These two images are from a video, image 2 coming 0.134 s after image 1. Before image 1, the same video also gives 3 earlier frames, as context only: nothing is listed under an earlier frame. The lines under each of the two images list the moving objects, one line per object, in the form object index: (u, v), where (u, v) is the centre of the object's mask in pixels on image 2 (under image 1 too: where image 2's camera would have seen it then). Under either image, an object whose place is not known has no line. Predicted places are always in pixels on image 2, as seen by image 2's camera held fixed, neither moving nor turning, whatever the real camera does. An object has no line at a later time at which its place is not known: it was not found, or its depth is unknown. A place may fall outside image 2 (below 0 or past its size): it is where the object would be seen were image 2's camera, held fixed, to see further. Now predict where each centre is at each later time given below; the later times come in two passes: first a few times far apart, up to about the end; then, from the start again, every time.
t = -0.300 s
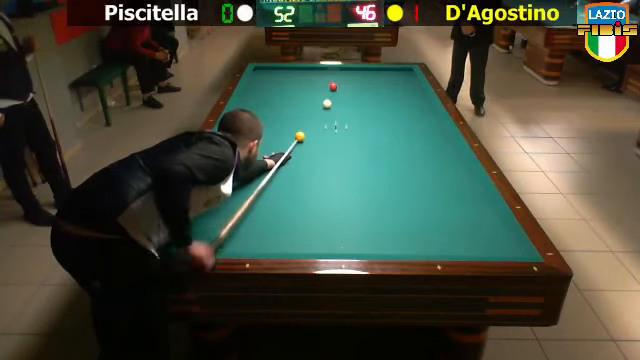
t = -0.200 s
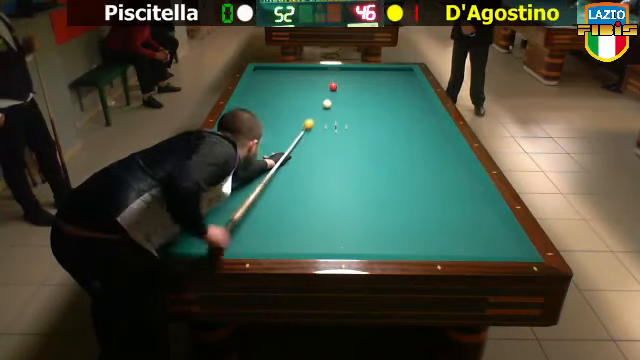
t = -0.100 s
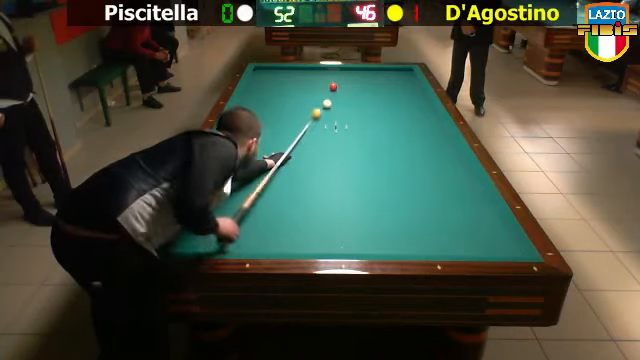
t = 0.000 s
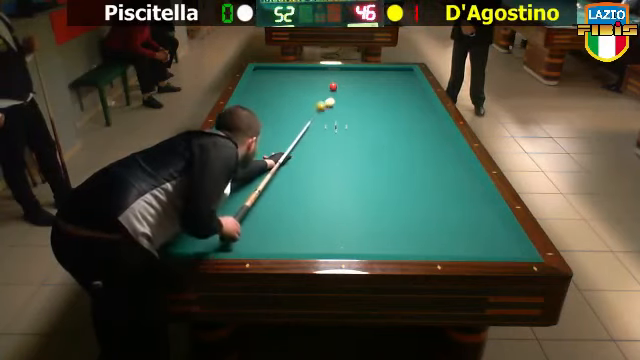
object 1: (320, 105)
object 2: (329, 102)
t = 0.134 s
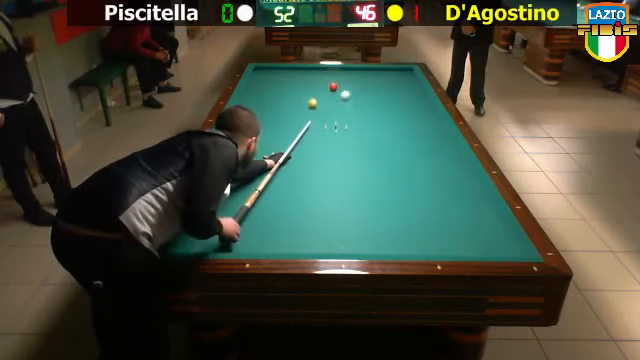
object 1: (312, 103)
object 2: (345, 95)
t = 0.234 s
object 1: (306, 101)
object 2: (353, 90)
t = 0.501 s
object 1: (294, 97)
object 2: (373, 82)
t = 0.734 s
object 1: (283, 93)
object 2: (388, 74)
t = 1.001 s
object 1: (271, 89)
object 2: (404, 70)
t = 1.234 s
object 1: (261, 86)
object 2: (409, 73)
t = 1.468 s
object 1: (252, 84)
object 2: (404, 77)
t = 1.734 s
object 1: (255, 81)
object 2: (399, 82)
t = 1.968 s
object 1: (259, 79)
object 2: (394, 85)
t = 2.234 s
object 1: (265, 77)
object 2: (389, 90)
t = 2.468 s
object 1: (269, 76)
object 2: (384, 94)
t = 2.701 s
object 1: (274, 75)
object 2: (379, 99)
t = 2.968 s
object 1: (278, 73)
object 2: (373, 104)
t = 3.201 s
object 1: (282, 72)
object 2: (367, 108)
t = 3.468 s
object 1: (285, 70)
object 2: (361, 113)
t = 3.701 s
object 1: (288, 70)
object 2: (356, 118)
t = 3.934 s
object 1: (291, 68)
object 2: (350, 123)
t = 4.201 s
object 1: (294, 68)
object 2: (342, 128)
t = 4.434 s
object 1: (295, 68)
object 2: (336, 134)
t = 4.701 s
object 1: (297, 68)
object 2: (329, 140)
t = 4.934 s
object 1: (298, 68)
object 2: (323, 144)
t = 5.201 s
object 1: (299, 69)
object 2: (315, 151)
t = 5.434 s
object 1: (300, 69)
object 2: (309, 156)
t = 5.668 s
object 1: (300, 69)
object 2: (302, 162)
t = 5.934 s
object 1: (301, 69)
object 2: (294, 168)
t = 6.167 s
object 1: (301, 69)
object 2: (287, 174)
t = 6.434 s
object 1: (301, 69)
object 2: (279, 180)
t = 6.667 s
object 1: (301, 69)
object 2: (271, 186)
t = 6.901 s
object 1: (301, 69)
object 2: (264, 192)
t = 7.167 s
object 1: (301, 69)
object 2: (255, 198)
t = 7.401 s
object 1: (301, 70)
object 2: (248, 204)
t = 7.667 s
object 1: (301, 70)
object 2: (240, 211)
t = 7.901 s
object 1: (301, 70)
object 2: (232, 217)
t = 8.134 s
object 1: (301, 70)
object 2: (225, 222)
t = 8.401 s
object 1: (301, 70)
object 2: (218, 229)
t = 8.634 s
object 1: (301, 70)
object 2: (211, 234)
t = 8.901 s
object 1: (301, 70)
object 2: (203, 240)
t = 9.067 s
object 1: (301, 70)
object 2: (199, 243)
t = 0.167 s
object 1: (310, 102)
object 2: (348, 93)
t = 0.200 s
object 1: (308, 101)
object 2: (351, 92)
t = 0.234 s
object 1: (306, 101)
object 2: (353, 90)
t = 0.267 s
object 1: (305, 100)
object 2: (356, 89)
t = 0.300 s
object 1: (303, 100)
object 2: (359, 88)
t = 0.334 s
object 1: (302, 100)
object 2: (361, 87)
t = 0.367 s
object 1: (300, 99)
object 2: (364, 86)
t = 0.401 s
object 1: (298, 99)
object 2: (366, 85)
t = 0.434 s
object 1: (297, 98)
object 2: (369, 84)
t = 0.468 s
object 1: (295, 98)
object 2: (371, 83)
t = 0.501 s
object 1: (294, 97)
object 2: (373, 82)
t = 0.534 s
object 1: (292, 96)
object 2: (376, 80)
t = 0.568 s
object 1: (291, 96)
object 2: (378, 79)
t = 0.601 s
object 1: (289, 96)
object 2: (380, 78)
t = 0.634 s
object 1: (287, 95)
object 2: (382, 77)
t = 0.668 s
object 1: (286, 94)
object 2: (384, 76)
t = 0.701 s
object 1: (284, 94)
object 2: (386, 75)
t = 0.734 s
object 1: (283, 93)
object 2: (388, 74)
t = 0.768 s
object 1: (281, 93)
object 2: (390, 73)
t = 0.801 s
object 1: (280, 92)
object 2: (393, 72)
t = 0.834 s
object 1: (278, 92)
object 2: (395, 71)
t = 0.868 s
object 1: (276, 91)
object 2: (396, 70)
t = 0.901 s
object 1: (276, 91)
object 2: (398, 69)
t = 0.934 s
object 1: (274, 90)
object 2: (400, 69)
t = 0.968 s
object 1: (272, 90)
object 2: (403, 69)
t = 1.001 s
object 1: (271, 89)
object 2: (404, 70)
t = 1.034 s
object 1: (269, 89)
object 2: (406, 70)
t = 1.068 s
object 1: (268, 88)
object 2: (408, 71)
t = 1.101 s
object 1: (267, 88)
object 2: (410, 72)
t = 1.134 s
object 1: (265, 87)
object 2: (410, 72)
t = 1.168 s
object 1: (264, 87)
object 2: (410, 73)
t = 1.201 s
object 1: (263, 86)
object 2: (409, 73)
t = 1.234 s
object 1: (261, 86)
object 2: (409, 73)
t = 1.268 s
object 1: (260, 86)
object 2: (408, 74)
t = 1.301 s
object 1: (259, 85)
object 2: (407, 74)
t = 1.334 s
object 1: (258, 85)
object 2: (407, 75)
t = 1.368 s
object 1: (256, 84)
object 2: (406, 75)
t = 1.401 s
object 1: (255, 84)
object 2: (406, 76)
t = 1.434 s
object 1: (254, 84)
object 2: (405, 76)
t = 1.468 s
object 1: (252, 84)
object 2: (404, 77)
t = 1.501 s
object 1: (251, 83)
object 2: (404, 77)
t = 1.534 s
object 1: (250, 82)
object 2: (403, 78)
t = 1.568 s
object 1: (251, 82)
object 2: (403, 78)
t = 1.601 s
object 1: (252, 82)
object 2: (402, 79)
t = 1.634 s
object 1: (252, 82)
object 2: (401, 80)
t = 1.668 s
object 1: (253, 81)
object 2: (400, 80)
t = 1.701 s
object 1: (254, 81)
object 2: (400, 81)
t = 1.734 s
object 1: (255, 81)
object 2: (399, 82)
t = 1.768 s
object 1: (255, 81)
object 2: (399, 82)
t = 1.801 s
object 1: (256, 80)
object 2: (398, 82)
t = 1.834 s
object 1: (256, 80)
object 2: (398, 83)
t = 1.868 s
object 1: (257, 80)
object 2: (397, 83)
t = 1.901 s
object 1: (257, 80)
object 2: (396, 84)
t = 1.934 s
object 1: (258, 80)
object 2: (395, 85)
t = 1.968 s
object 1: (259, 79)
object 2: (394, 85)
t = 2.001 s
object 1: (260, 79)
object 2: (394, 86)
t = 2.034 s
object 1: (261, 79)
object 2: (393, 87)
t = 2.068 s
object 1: (261, 79)
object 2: (393, 87)
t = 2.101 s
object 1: (262, 78)
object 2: (392, 88)
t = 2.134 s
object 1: (263, 78)
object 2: (391, 88)
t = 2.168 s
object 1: (263, 77)
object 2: (391, 89)
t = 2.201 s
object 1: (264, 77)
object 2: (390, 90)
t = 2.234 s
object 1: (265, 77)
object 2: (389, 90)
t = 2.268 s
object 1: (266, 77)
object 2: (388, 91)
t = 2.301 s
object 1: (266, 76)
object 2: (388, 91)
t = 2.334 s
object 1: (267, 76)
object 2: (387, 92)
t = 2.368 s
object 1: (267, 76)
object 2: (386, 92)
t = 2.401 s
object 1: (268, 76)
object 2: (386, 93)
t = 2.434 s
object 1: (268, 76)
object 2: (385, 93)
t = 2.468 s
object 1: (269, 76)
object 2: (384, 94)
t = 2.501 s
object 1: (269, 76)
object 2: (384, 95)
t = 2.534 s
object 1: (270, 75)
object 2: (383, 95)
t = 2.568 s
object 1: (271, 75)
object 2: (382, 96)
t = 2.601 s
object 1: (272, 75)
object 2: (381, 97)
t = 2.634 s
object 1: (272, 75)
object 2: (381, 97)
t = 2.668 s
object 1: (273, 75)
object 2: (380, 98)
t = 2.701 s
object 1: (274, 75)
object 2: (379, 99)
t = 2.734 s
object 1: (274, 74)
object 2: (378, 99)
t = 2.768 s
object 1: (274, 74)
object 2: (378, 100)
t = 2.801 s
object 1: (275, 74)
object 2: (377, 100)
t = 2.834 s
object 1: (276, 74)
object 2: (376, 101)
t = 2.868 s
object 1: (276, 73)
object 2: (376, 102)
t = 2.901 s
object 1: (277, 73)
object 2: (374, 102)
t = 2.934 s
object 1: (277, 73)
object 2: (373, 103)
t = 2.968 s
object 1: (278, 73)
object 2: (373, 104)
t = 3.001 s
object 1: (278, 73)
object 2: (372, 104)
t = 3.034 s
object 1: (279, 73)
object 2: (372, 105)
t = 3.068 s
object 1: (280, 72)
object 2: (371, 105)
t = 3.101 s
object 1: (280, 72)
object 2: (370, 106)
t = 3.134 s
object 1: (280, 72)
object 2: (369, 107)
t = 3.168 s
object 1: (281, 72)
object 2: (368, 107)
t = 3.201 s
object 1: (282, 72)
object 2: (367, 108)
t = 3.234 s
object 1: (282, 72)
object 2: (367, 108)
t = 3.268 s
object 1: (283, 72)
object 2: (366, 109)
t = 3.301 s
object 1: (283, 71)
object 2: (365, 110)
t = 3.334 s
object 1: (283, 71)
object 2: (365, 110)
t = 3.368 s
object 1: (284, 71)
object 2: (363, 111)
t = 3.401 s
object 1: (284, 71)
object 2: (363, 112)
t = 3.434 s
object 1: (285, 71)
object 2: (362, 112)
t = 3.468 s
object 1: (285, 70)
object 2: (361, 113)
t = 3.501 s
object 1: (286, 70)
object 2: (361, 114)
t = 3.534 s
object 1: (286, 70)
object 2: (360, 115)
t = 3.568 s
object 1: (287, 70)
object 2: (359, 115)
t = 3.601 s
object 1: (287, 70)
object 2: (358, 116)
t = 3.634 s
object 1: (287, 70)
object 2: (357, 116)
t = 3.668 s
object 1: (288, 70)
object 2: (356, 117)
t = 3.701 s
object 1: (288, 70)
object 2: (356, 118)
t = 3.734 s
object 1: (289, 70)
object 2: (355, 119)
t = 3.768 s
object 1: (289, 69)
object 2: (354, 119)
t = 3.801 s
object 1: (290, 69)
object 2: (353, 120)
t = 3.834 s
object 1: (290, 69)
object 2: (352, 121)
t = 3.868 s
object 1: (291, 69)
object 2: (351, 121)
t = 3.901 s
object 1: (291, 69)
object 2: (350, 122)
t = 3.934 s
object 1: (291, 68)
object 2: (350, 123)
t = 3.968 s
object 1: (292, 68)
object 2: (349, 124)
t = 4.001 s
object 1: (292, 68)
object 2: (348, 124)
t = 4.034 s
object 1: (293, 68)
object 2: (346, 125)
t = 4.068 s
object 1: (293, 68)
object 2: (346, 126)
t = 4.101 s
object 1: (293, 68)
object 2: (345, 126)
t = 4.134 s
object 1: (293, 68)
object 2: (344, 127)
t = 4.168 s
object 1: (294, 68)
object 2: (343, 128)
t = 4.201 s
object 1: (294, 68)
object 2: (342, 128)
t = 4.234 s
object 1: (294, 68)
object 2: (342, 129)
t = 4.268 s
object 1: (295, 68)
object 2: (341, 130)
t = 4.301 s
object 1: (295, 68)
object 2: (340, 131)
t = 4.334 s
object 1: (295, 68)
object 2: (339, 131)
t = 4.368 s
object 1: (295, 68)
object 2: (338, 132)
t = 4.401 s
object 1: (295, 68)
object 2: (338, 133)
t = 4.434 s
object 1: (295, 68)
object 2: (336, 134)
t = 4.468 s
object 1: (296, 68)
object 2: (335, 134)
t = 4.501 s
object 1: (296, 68)
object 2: (335, 135)
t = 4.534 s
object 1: (296, 68)
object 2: (334, 136)
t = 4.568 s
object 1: (296, 68)
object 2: (333, 136)
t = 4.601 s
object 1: (296, 68)
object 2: (332, 137)
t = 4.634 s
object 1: (296, 68)
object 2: (331, 138)
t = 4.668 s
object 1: (297, 68)
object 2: (330, 139)
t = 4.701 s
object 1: (297, 68)
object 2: (329, 140)
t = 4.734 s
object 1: (297, 68)
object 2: (328, 140)
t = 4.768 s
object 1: (297, 68)
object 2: (327, 141)
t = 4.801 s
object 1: (297, 68)
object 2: (327, 141)
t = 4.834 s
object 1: (298, 68)
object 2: (326, 142)
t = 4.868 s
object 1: (298, 68)
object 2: (325, 143)
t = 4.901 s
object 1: (298, 68)
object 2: (324, 144)
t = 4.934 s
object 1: (298, 68)
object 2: (323, 144)
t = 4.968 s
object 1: (298, 68)
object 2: (322, 145)
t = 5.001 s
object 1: (298, 68)
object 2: (321, 146)
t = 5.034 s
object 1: (298, 68)
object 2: (320, 147)
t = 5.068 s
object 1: (299, 68)
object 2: (319, 148)
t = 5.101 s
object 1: (298, 68)
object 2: (318, 148)
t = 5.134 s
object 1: (299, 69)
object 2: (317, 149)
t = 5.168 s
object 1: (299, 69)
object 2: (316, 150)
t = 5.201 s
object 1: (299, 69)
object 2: (315, 151)
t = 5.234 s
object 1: (299, 69)
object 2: (314, 152)
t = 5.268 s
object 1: (299, 69)
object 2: (313, 152)
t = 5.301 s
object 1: (300, 69)
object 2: (312, 153)
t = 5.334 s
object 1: (300, 69)
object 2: (312, 154)
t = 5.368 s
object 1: (300, 69)
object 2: (311, 155)
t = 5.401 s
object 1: (300, 69)
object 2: (309, 156)
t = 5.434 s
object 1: (300, 69)
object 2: (309, 156)
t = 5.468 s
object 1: (300, 69)
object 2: (308, 157)
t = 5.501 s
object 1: (300, 69)
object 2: (307, 158)
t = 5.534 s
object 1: (300, 69)
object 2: (306, 159)
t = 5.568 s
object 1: (300, 69)
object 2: (305, 159)
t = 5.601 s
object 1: (300, 69)
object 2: (304, 160)
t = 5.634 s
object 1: (300, 69)
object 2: (303, 161)
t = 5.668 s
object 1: (300, 69)
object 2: (302, 162)
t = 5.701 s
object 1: (300, 69)
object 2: (301, 163)
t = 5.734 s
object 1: (300, 69)
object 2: (300, 163)
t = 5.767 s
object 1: (300, 69)
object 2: (299, 164)
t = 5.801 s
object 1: (300, 69)
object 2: (298, 165)
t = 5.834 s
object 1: (300, 69)
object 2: (297, 166)
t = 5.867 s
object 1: (300, 69)
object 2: (296, 166)
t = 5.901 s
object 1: (300, 69)
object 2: (294, 167)
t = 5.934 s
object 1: (301, 69)
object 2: (294, 168)
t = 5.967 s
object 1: (301, 69)
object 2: (293, 169)
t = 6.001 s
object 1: (300, 69)
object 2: (292, 170)
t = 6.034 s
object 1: (301, 69)
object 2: (291, 170)
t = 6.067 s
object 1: (301, 69)
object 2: (290, 171)
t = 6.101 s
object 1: (301, 69)
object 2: (288, 172)
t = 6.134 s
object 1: (301, 69)
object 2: (288, 173)
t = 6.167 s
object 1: (301, 69)
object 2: (287, 174)
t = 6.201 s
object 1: (301, 69)
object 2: (286, 174)
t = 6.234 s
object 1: (301, 69)
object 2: (285, 175)
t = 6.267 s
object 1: (301, 69)
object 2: (284, 176)
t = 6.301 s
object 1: (301, 69)
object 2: (283, 177)
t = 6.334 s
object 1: (301, 69)
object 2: (281, 178)
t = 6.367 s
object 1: (301, 69)
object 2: (281, 178)
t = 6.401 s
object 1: (301, 69)
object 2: (280, 179)
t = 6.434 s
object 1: (301, 69)
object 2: (279, 180)
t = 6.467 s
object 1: (301, 69)
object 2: (277, 181)
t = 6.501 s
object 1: (301, 69)
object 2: (277, 182)
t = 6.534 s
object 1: (301, 69)
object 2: (275, 182)
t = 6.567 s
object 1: (301, 70)
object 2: (274, 183)
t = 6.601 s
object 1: (301, 69)
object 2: (273, 184)
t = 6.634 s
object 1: (301, 69)
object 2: (272, 185)
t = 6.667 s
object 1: (301, 69)
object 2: (271, 186)
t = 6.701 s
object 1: (301, 70)
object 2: (270, 187)
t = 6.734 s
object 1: (301, 69)
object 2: (269, 187)
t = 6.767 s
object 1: (301, 70)
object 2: (268, 188)
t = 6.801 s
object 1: (301, 70)
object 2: (267, 189)
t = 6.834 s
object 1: (301, 69)
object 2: (266, 190)
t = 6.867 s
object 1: (301, 69)
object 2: (265, 191)
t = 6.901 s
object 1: (301, 69)
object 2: (264, 192)
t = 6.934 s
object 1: (301, 69)
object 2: (263, 193)
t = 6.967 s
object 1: (301, 70)
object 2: (262, 193)
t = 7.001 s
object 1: (301, 70)
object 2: (261, 194)
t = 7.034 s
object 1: (301, 69)
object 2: (260, 194)
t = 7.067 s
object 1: (301, 70)
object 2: (259, 196)
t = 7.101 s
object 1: (301, 69)
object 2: (258, 197)
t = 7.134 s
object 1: (301, 69)
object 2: (257, 197)
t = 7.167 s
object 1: (301, 69)
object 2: (255, 198)
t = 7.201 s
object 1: (301, 69)
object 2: (254, 199)
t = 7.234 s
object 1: (301, 69)
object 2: (254, 200)
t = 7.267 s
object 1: (301, 69)
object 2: (253, 201)
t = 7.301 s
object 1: (301, 70)
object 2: (251, 201)
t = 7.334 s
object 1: (301, 69)
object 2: (250, 202)
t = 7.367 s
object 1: (301, 70)
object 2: (249, 203)
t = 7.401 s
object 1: (301, 70)
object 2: (248, 204)
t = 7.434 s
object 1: (301, 70)
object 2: (247, 205)
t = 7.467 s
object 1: (301, 70)
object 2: (246, 206)
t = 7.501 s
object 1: (301, 69)
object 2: (245, 207)
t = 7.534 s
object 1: (301, 70)
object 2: (244, 207)
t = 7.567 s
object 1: (301, 69)
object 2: (243, 208)
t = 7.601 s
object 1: (301, 69)
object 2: (242, 209)
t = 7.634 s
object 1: (301, 70)
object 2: (241, 210)
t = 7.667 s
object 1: (301, 70)
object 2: (240, 211)
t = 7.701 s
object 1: (301, 69)
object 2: (239, 212)
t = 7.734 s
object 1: (301, 70)
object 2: (238, 212)
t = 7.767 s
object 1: (301, 70)
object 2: (237, 213)
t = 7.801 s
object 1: (301, 70)
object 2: (236, 214)
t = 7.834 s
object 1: (301, 70)
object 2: (235, 215)
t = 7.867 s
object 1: (301, 70)
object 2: (233, 216)
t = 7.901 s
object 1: (301, 70)
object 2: (232, 217)
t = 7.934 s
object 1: (301, 70)
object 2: (231, 217)
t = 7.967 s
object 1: (301, 70)
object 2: (230, 218)
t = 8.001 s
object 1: (301, 70)
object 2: (229, 219)
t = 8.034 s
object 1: (301, 69)
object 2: (228, 220)
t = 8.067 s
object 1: (301, 70)
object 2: (227, 221)
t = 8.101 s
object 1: (301, 70)
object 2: (226, 222)
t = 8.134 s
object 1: (301, 70)
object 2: (225, 222)
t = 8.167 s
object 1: (301, 70)
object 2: (224, 223)
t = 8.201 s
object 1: (301, 70)
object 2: (224, 224)
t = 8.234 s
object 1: (301, 69)
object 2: (223, 225)
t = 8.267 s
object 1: (301, 70)
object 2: (222, 225)
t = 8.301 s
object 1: (301, 70)
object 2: (221, 226)
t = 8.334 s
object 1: (301, 70)
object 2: (219, 227)
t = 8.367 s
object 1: (301, 70)
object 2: (219, 228)
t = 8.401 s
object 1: (301, 70)
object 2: (218, 229)
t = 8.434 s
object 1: (301, 70)
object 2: (217, 229)
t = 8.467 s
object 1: (301, 70)
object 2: (215, 230)
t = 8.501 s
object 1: (301, 70)
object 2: (215, 231)
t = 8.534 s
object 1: (301, 70)
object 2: (214, 232)
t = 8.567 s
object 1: (301, 70)
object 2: (213, 233)
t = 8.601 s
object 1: (301, 70)
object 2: (212, 233)
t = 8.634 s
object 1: (301, 70)
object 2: (211, 234)
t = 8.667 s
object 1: (301, 70)
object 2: (210, 235)
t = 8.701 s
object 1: (301, 70)
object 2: (209, 236)
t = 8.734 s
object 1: (301, 70)
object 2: (208, 237)
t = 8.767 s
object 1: (301, 70)
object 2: (207, 237)
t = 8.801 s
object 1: (301, 70)
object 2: (206, 238)
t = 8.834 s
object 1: (301, 70)
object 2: (205, 239)
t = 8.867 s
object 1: (301, 70)
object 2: (204, 240)
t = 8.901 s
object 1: (301, 70)
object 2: (203, 240)
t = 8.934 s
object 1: (301, 70)
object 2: (202, 241)
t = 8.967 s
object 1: (301, 70)
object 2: (201, 242)
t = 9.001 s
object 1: (301, 69)
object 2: (201, 242)
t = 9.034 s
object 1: (301, 70)
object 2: (200, 243)
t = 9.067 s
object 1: (301, 70)
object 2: (199, 243)
